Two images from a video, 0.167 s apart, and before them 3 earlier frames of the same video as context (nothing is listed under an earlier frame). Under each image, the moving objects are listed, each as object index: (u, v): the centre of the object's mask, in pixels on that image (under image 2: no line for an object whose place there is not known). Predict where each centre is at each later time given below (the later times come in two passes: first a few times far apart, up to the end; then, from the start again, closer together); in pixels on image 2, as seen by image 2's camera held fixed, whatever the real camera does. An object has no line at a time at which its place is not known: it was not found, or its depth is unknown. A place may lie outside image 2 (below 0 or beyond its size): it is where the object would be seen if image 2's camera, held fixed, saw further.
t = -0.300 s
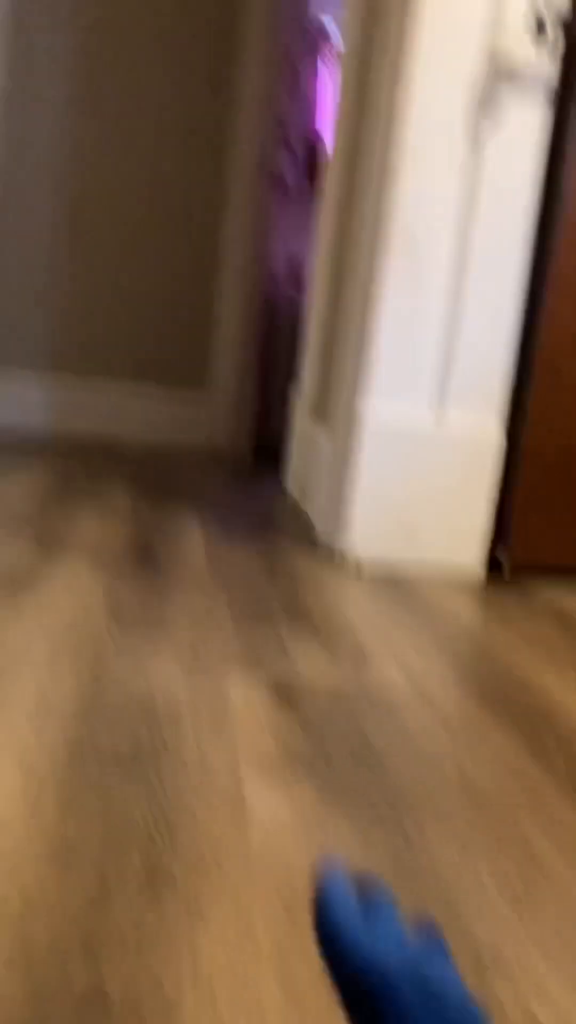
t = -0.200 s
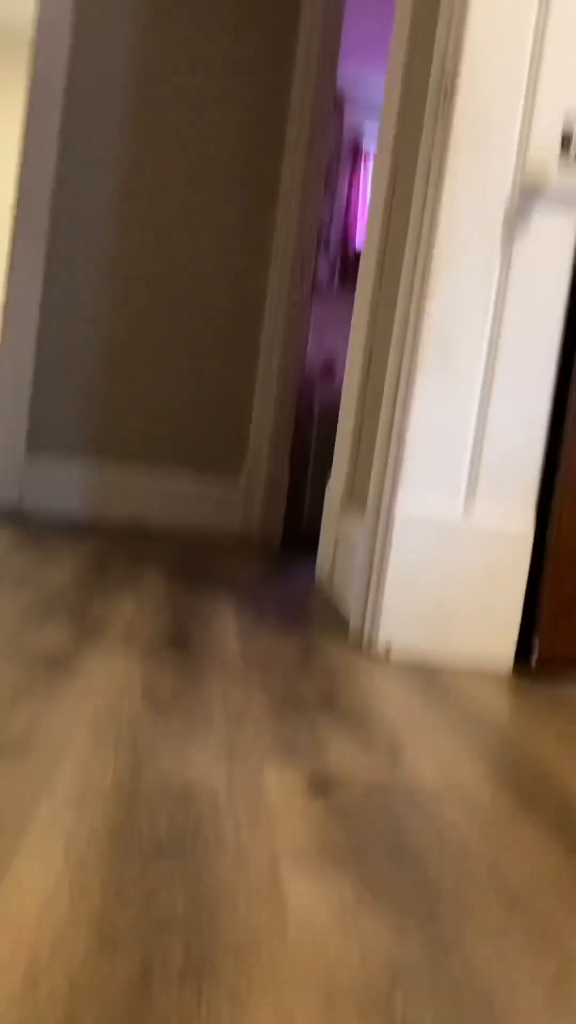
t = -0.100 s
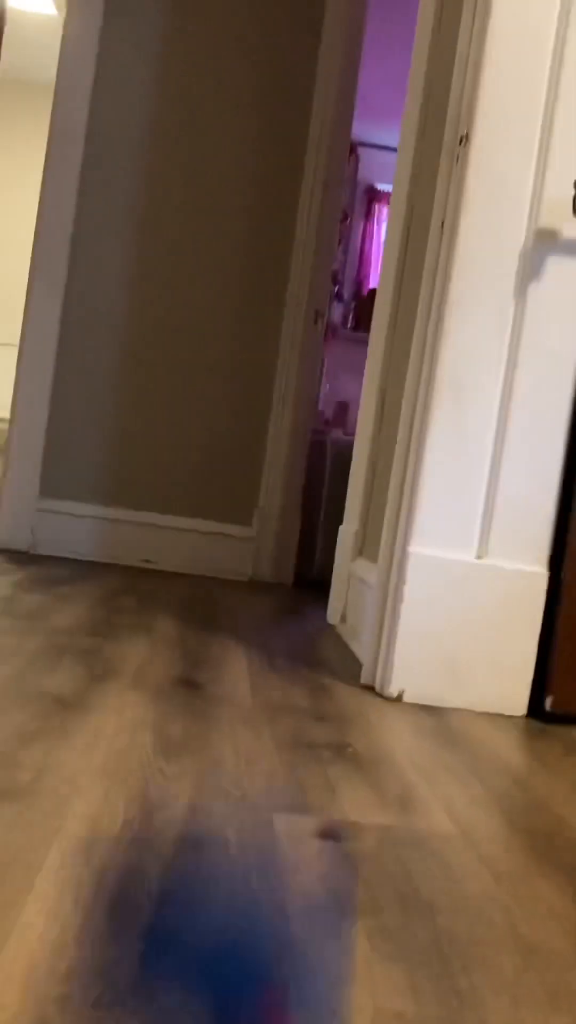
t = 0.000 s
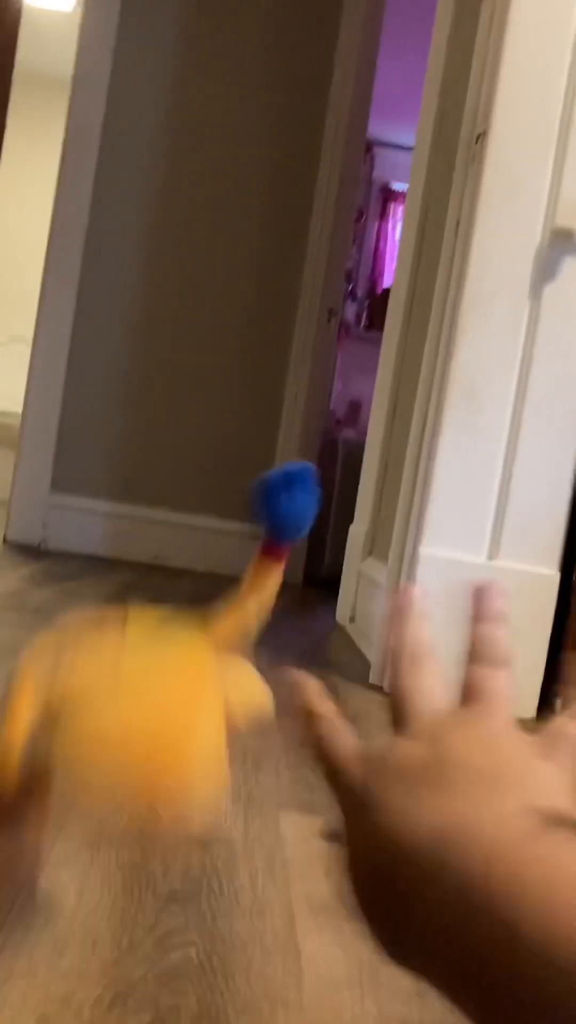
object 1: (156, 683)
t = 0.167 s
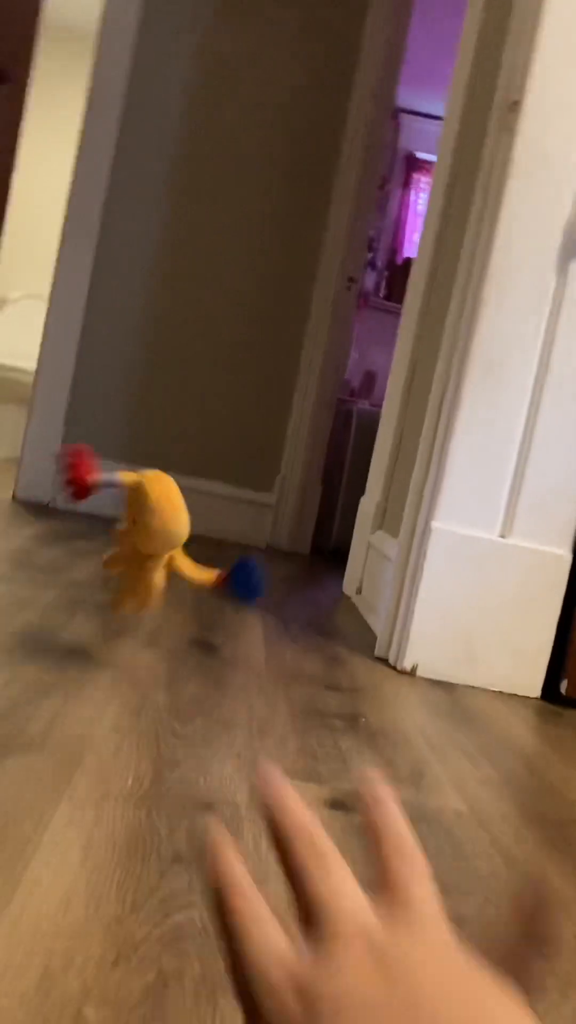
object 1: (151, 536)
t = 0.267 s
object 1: (136, 581)
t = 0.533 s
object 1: (148, 552)
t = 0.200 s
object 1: (150, 557)
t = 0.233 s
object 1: (142, 573)
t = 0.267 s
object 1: (136, 581)
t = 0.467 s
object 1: (141, 553)
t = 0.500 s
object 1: (146, 555)
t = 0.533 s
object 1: (148, 552)
